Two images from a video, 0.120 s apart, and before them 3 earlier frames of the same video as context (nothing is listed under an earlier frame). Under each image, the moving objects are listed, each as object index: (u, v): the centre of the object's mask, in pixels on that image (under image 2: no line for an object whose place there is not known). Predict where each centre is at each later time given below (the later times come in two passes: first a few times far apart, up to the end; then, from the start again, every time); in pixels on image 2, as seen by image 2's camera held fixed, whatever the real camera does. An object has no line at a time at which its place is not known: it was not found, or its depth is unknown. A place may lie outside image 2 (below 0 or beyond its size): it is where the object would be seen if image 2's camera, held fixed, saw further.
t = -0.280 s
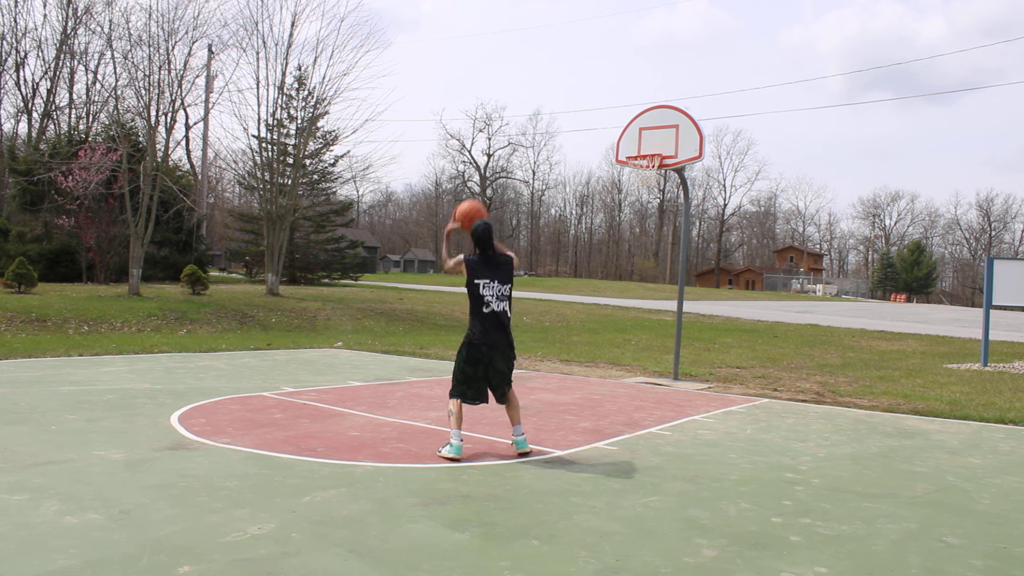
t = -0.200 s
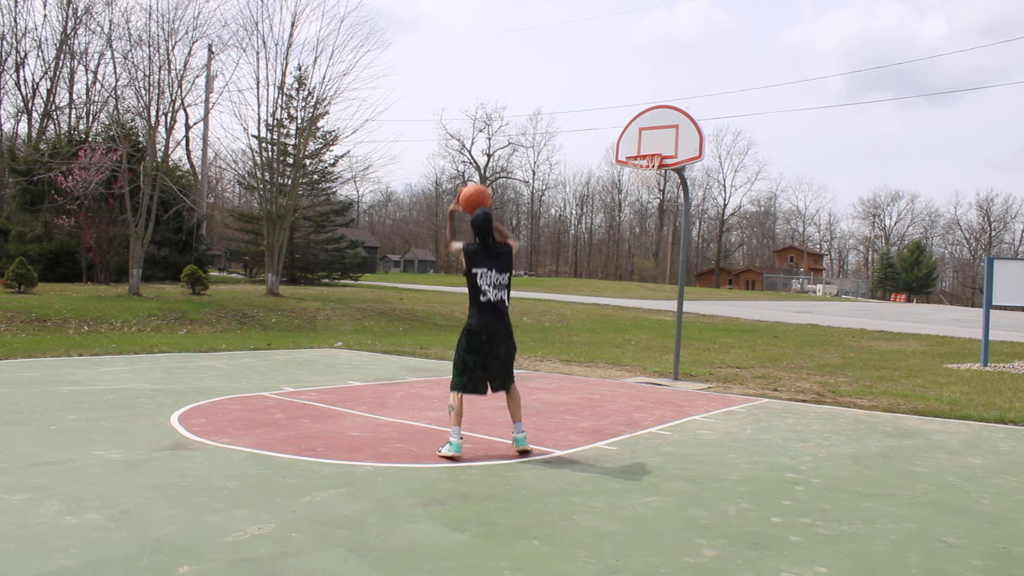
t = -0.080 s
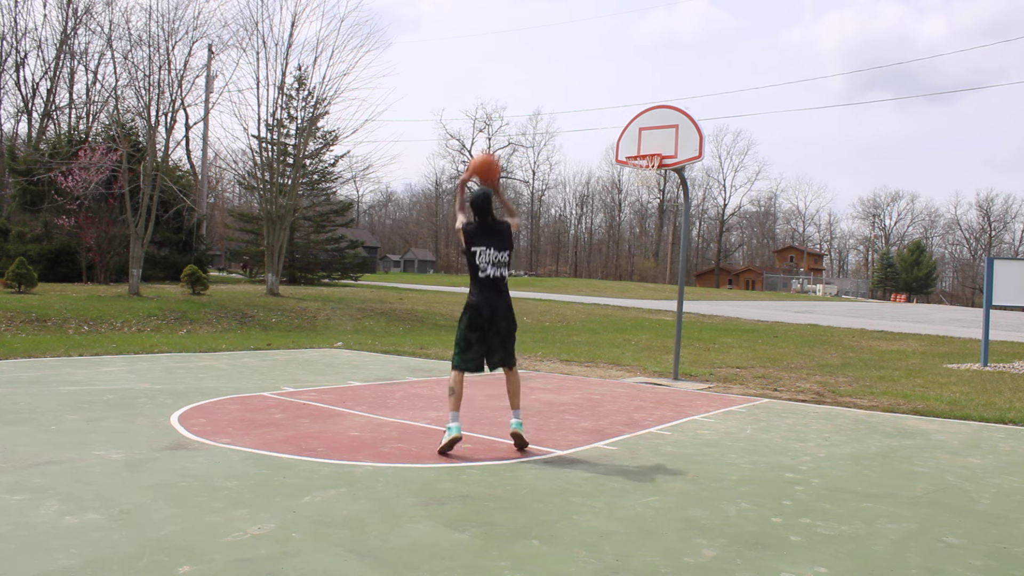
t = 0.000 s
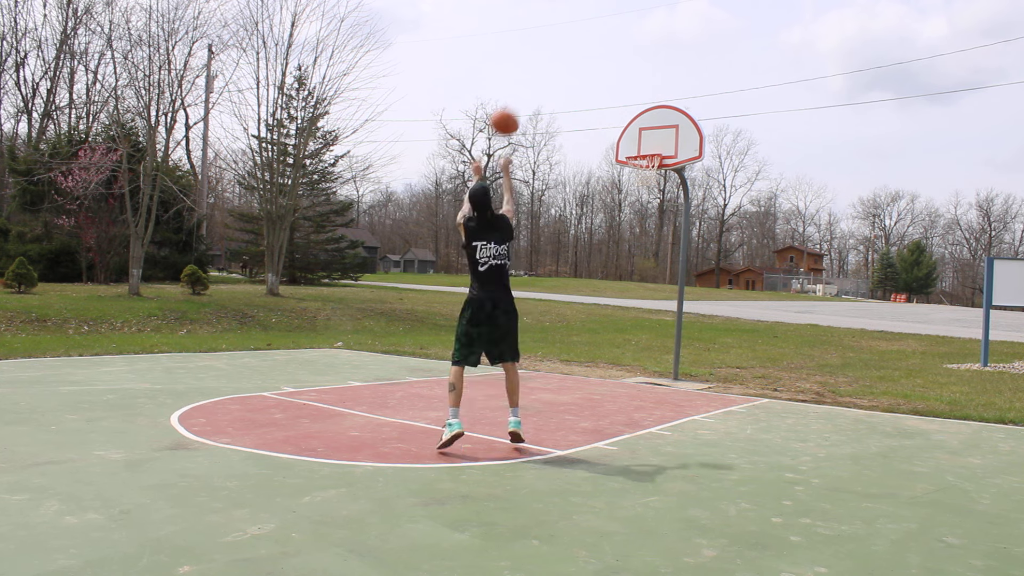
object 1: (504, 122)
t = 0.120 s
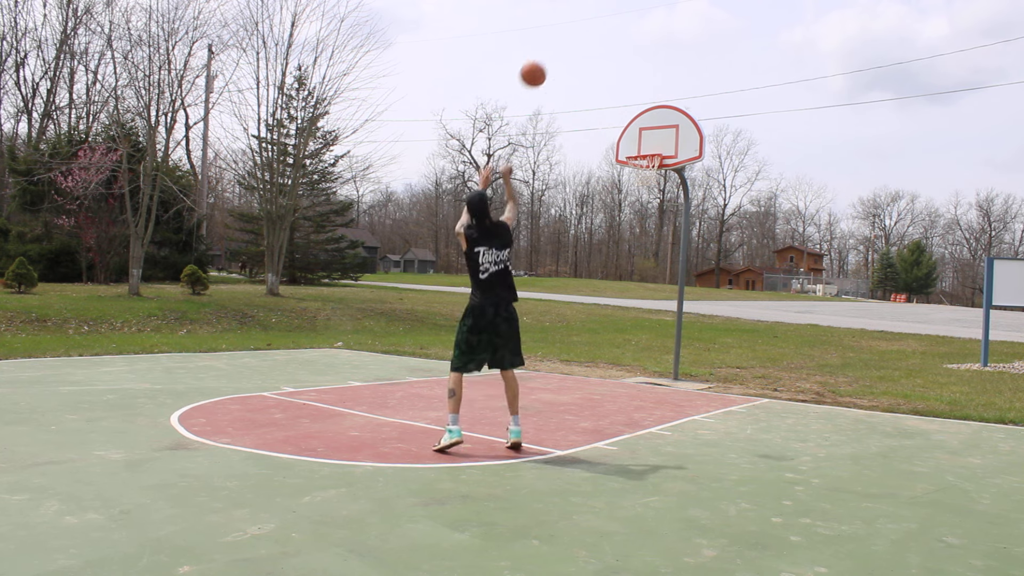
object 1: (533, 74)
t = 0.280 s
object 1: (563, 44)
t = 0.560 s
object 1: (603, 56)
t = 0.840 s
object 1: (630, 124)
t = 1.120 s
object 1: (672, 116)
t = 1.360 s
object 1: (716, 117)
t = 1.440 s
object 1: (731, 127)
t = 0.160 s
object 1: (541, 63)
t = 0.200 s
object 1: (549, 55)
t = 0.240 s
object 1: (556, 48)
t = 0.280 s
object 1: (563, 44)
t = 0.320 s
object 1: (570, 41)
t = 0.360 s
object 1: (576, 40)
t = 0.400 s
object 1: (582, 41)
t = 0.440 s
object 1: (588, 43)
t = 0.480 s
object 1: (593, 46)
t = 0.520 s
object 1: (598, 50)
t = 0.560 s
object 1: (603, 56)
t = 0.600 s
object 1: (607, 63)
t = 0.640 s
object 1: (611, 71)
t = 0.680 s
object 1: (616, 79)
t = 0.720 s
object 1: (619, 89)
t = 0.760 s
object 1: (623, 100)
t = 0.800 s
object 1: (627, 111)
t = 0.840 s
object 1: (630, 124)
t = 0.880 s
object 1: (633, 137)
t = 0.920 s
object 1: (637, 148)
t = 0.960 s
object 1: (644, 141)
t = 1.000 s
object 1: (650, 133)
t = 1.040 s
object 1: (657, 127)
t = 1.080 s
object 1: (665, 121)
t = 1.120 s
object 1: (672, 116)
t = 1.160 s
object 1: (679, 114)
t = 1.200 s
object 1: (686, 112)
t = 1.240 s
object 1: (694, 111)
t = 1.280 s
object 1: (701, 112)
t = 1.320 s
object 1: (708, 113)
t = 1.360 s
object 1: (716, 117)
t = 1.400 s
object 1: (723, 121)
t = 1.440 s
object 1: (731, 127)
